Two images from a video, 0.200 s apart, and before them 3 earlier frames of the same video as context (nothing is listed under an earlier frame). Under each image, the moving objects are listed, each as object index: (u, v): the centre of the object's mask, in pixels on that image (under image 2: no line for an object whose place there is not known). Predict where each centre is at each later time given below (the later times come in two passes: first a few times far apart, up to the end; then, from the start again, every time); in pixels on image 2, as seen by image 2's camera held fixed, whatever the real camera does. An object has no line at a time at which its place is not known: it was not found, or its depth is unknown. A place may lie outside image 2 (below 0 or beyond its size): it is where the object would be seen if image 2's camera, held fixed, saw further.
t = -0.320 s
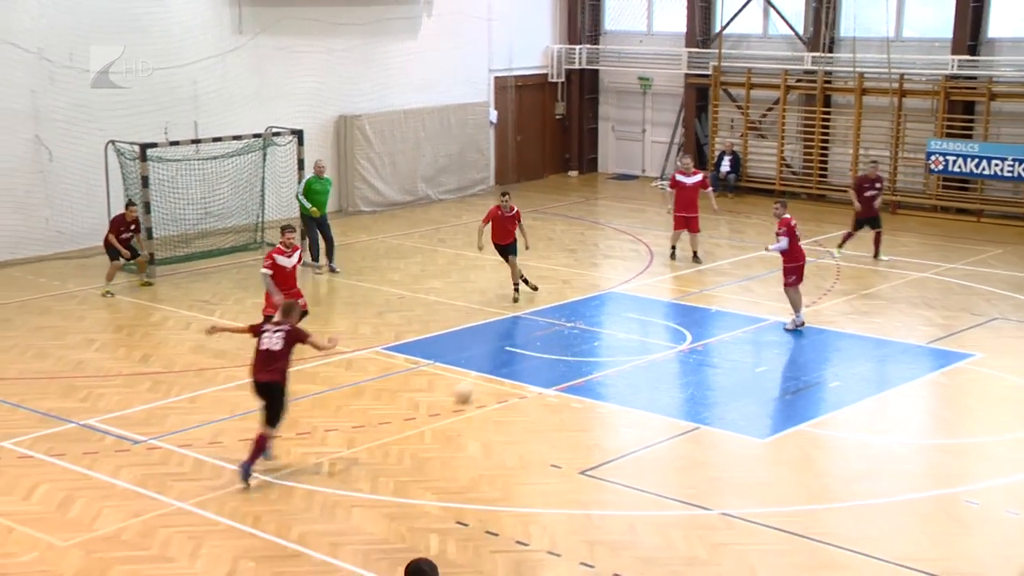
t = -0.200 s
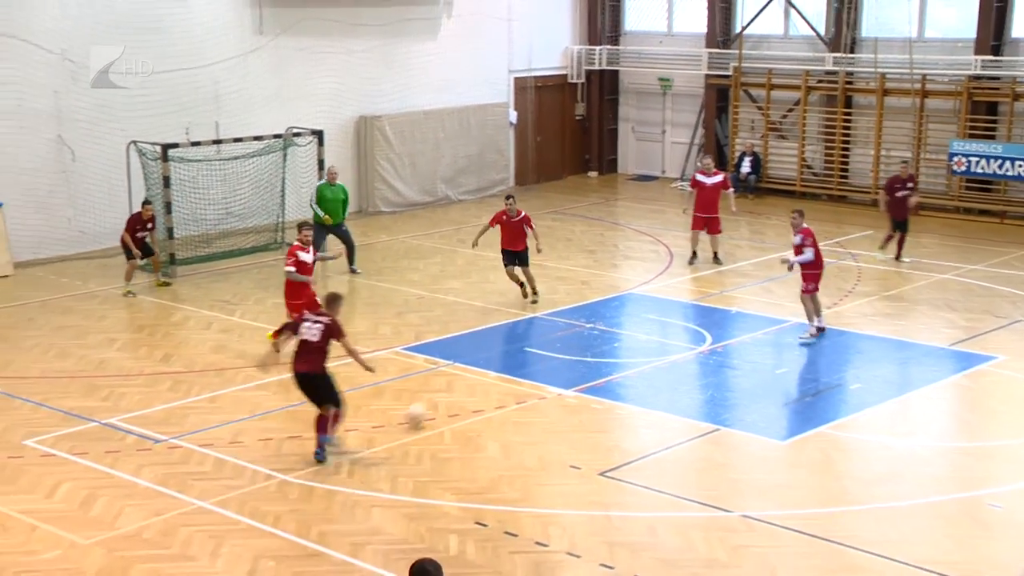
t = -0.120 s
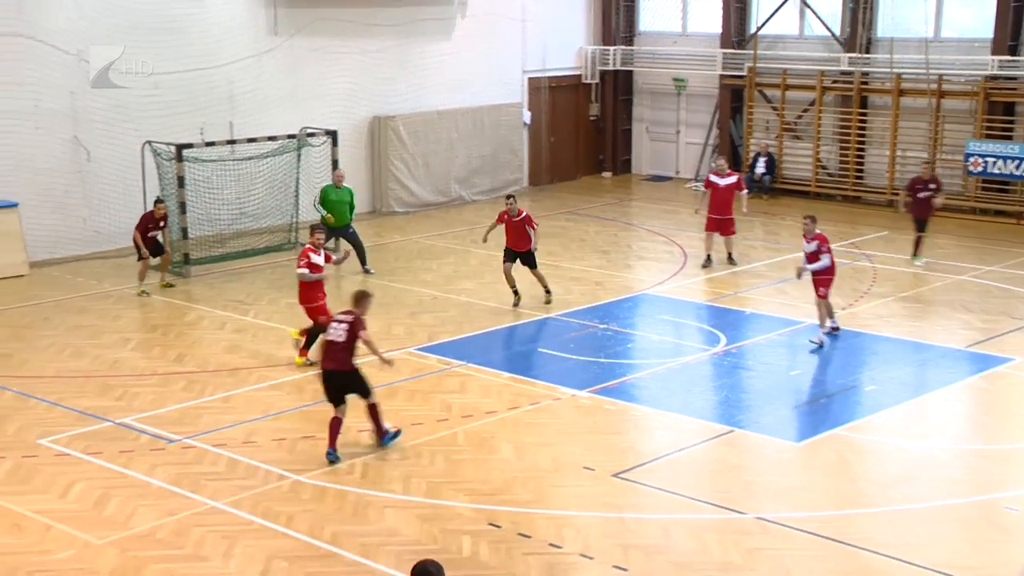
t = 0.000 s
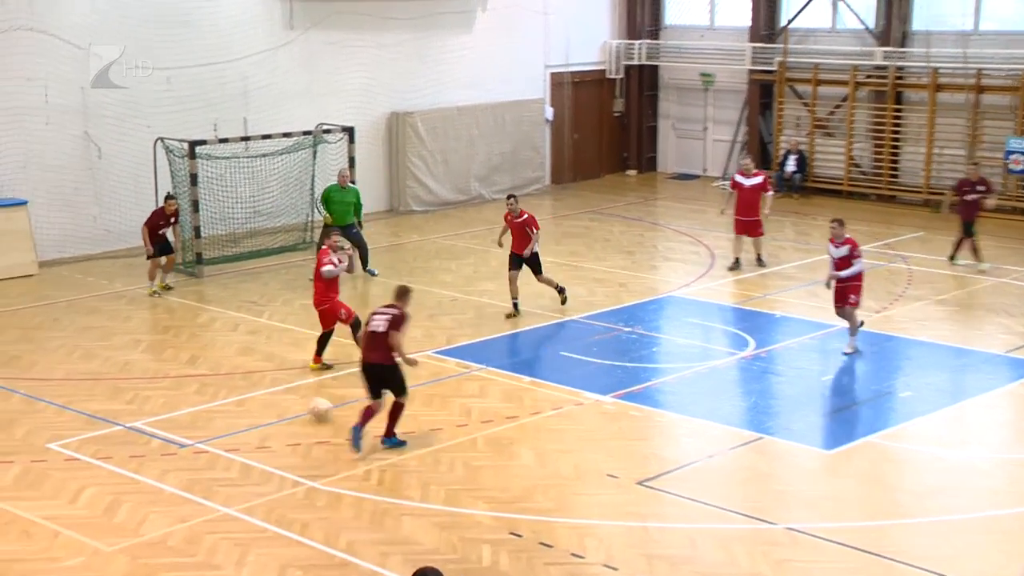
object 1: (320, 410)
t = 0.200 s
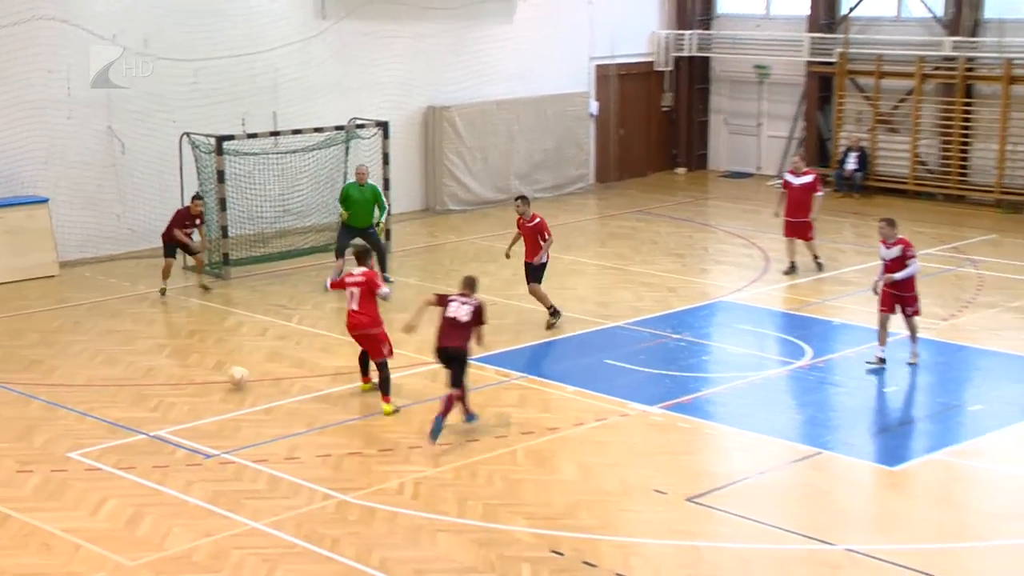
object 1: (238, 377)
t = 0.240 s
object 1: (217, 371)
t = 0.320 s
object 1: (180, 359)
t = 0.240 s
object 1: (217, 371)
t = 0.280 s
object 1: (197, 366)
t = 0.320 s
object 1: (180, 359)
